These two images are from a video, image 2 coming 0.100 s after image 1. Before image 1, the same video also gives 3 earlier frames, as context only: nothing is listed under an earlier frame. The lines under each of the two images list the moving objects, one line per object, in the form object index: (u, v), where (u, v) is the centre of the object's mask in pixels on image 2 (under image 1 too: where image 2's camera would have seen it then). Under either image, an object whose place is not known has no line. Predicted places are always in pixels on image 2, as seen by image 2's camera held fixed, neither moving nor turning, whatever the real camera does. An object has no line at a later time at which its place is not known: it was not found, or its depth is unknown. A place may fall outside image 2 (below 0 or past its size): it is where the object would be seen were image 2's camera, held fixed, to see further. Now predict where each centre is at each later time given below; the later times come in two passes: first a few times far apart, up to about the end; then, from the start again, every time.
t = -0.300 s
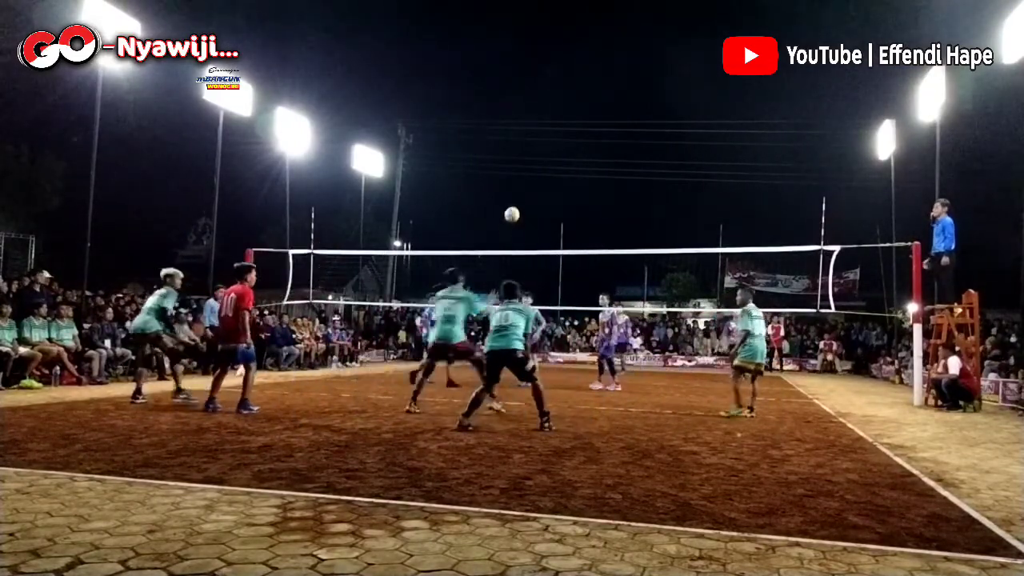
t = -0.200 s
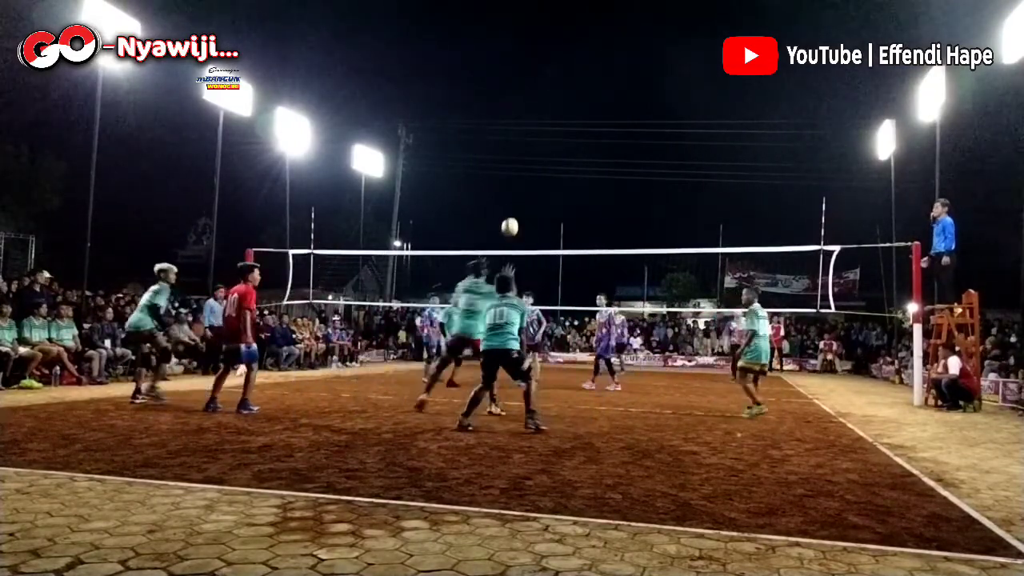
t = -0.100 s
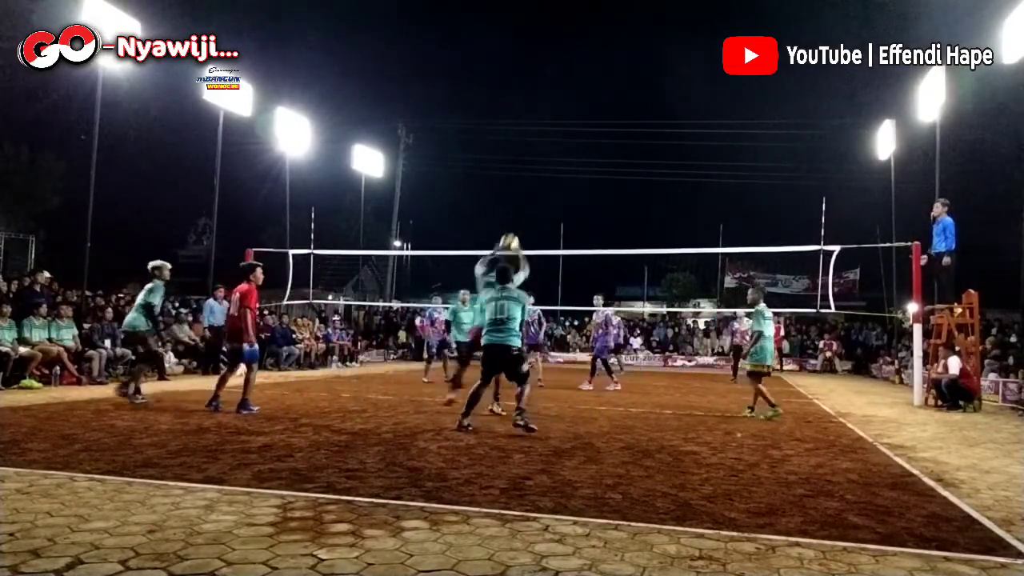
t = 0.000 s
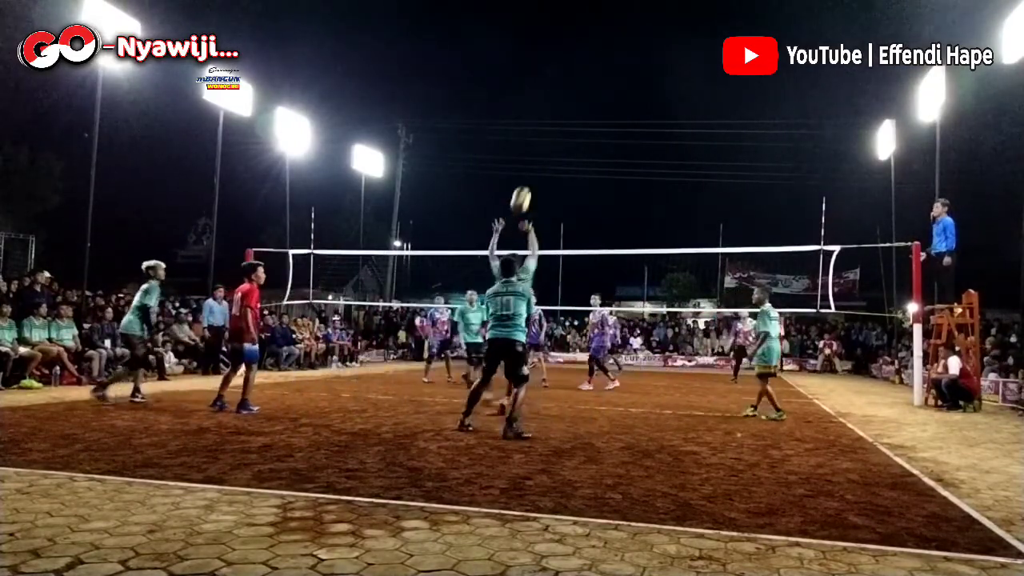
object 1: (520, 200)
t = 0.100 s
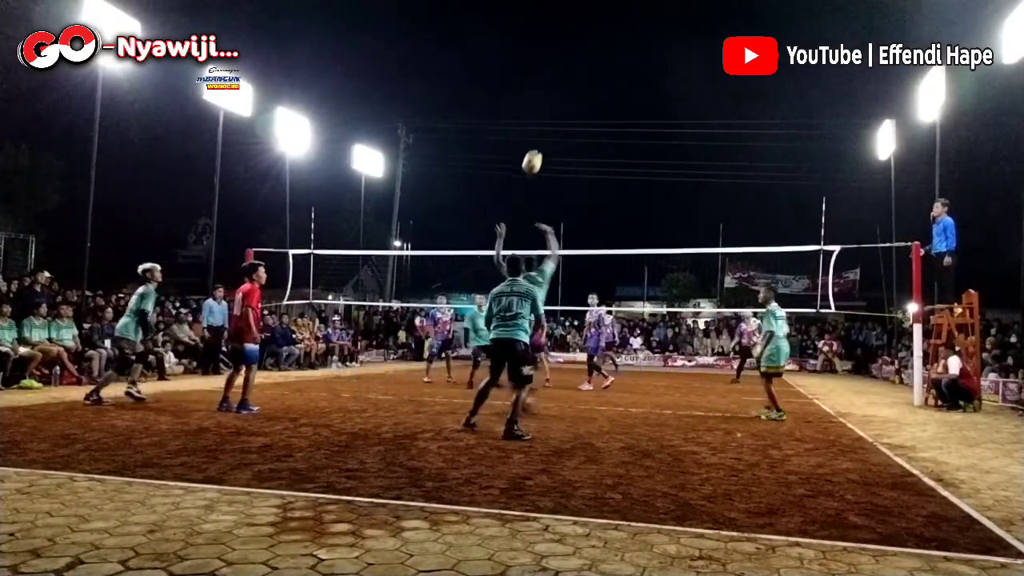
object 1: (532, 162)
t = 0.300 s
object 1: (552, 115)
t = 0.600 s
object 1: (576, 102)
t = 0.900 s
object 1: (595, 148)
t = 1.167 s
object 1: (608, 229)
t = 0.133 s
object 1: (536, 152)
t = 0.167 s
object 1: (539, 142)
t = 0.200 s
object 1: (543, 134)
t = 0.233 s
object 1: (546, 127)
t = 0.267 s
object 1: (549, 120)
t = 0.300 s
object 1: (552, 115)
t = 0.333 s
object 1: (555, 110)
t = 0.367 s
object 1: (558, 106)
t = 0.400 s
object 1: (561, 103)
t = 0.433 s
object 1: (564, 101)
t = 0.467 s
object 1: (566, 100)
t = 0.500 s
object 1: (569, 99)
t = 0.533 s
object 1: (572, 100)
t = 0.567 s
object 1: (574, 101)
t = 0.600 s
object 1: (576, 102)
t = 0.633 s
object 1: (579, 105)
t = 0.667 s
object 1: (581, 108)
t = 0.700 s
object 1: (583, 112)
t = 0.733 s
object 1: (585, 116)
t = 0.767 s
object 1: (588, 122)
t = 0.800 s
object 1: (590, 127)
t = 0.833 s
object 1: (592, 134)
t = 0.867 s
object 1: (594, 141)
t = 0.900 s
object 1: (595, 148)
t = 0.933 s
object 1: (597, 156)
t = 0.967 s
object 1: (599, 165)
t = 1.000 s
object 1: (601, 175)
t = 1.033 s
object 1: (603, 185)
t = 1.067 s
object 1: (604, 194)
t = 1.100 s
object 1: (605, 205)
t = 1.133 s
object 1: (607, 217)
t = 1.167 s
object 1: (608, 229)
